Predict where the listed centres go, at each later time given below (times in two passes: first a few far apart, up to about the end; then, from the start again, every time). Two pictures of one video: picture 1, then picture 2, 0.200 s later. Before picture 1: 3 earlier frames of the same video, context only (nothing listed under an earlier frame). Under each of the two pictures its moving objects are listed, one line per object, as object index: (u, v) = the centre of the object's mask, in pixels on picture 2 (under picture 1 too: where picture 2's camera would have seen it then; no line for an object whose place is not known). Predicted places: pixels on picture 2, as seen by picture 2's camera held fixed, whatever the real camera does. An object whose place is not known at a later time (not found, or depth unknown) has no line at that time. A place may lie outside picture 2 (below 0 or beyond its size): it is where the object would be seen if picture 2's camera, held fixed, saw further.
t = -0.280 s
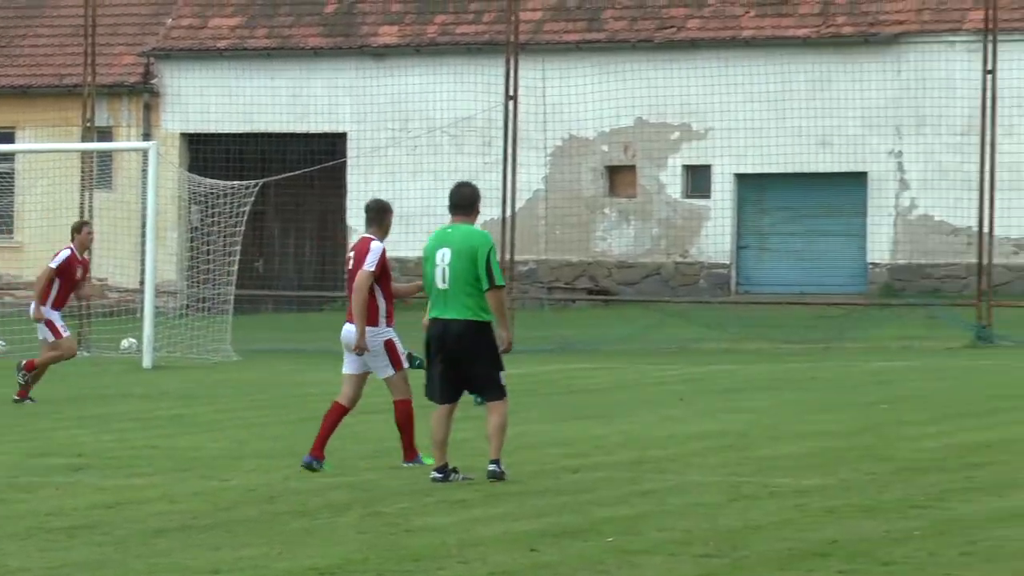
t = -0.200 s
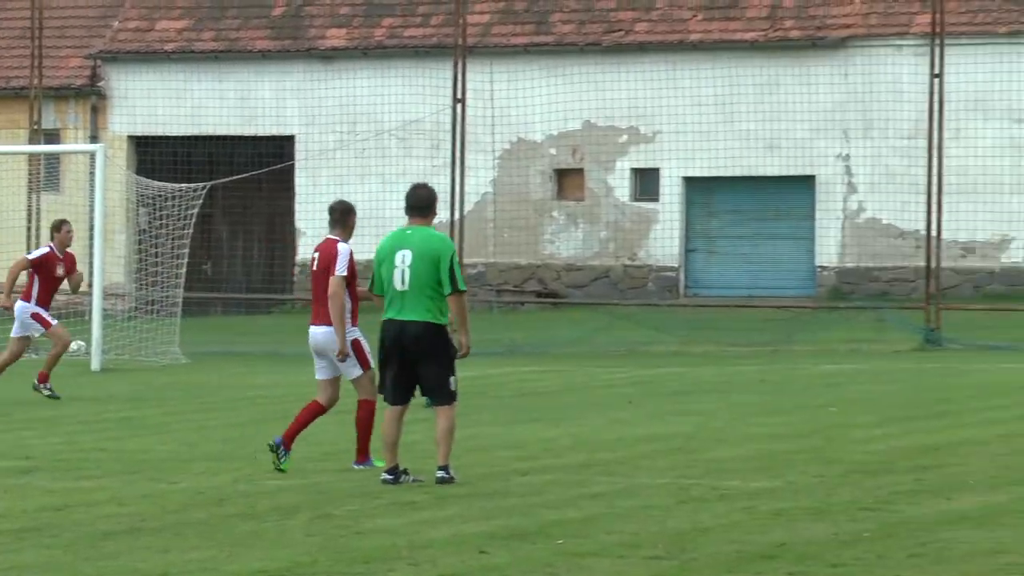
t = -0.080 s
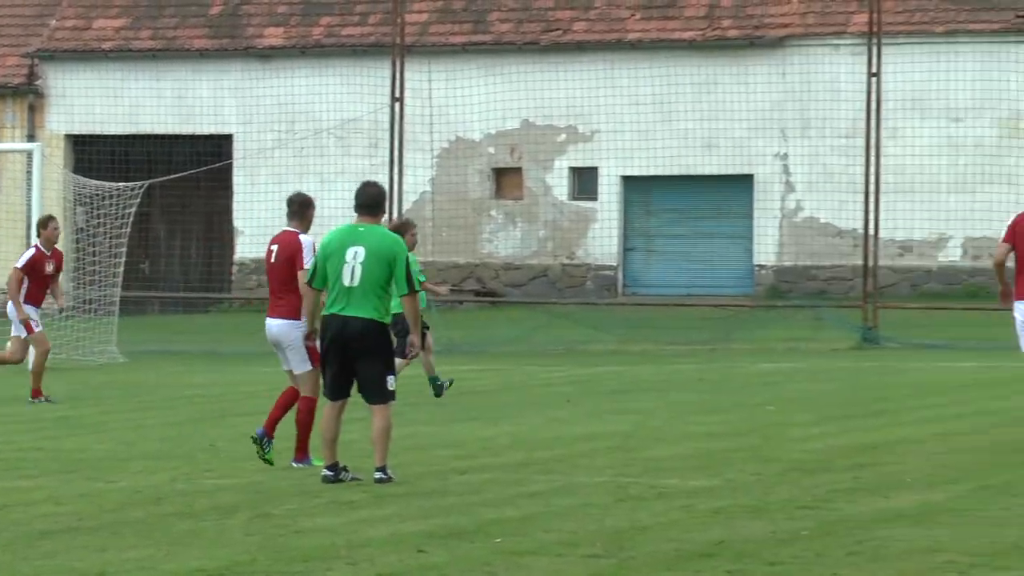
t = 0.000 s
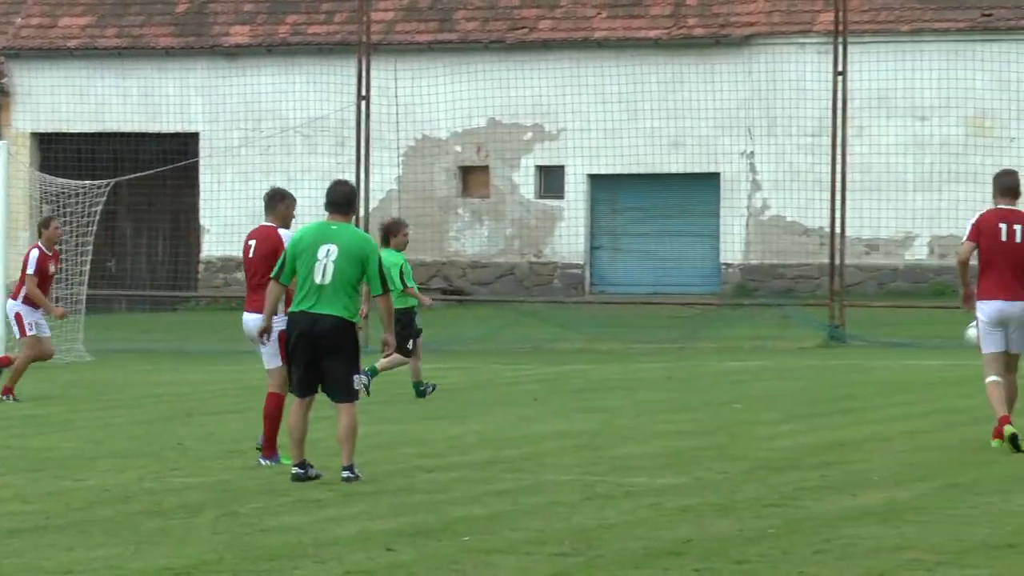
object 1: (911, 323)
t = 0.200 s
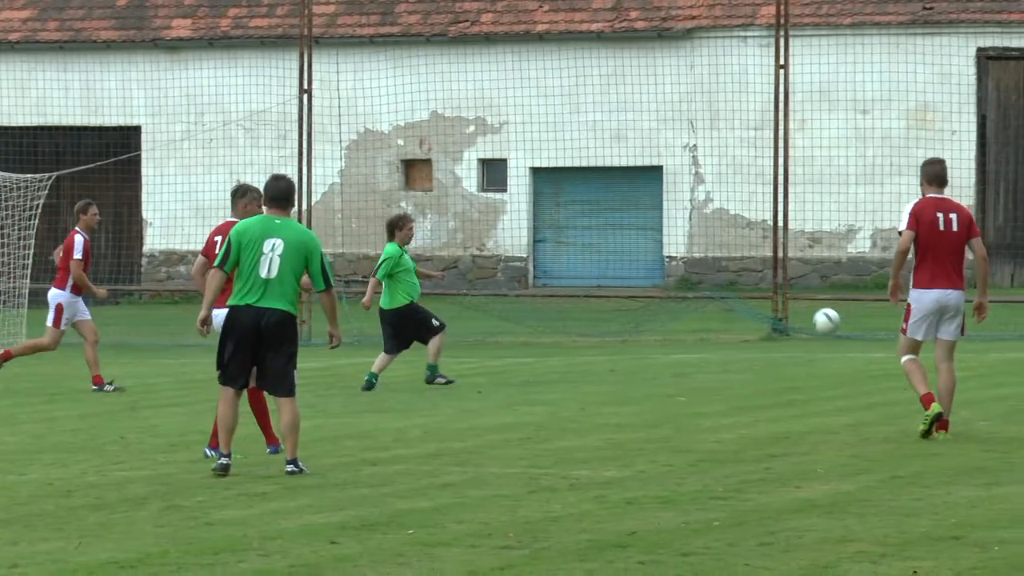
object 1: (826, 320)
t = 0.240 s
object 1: (813, 305)
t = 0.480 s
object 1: (740, 264)
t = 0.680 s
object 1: (684, 280)
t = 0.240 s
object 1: (813, 305)
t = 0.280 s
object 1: (801, 295)
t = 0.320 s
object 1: (789, 286)
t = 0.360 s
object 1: (776, 277)
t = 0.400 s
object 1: (764, 271)
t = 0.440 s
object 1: (752, 266)
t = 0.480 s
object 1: (740, 264)
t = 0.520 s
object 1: (729, 264)
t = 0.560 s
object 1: (717, 265)
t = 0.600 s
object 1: (705, 268)
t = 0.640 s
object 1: (694, 274)
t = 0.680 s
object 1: (684, 280)
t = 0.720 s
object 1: (673, 289)
